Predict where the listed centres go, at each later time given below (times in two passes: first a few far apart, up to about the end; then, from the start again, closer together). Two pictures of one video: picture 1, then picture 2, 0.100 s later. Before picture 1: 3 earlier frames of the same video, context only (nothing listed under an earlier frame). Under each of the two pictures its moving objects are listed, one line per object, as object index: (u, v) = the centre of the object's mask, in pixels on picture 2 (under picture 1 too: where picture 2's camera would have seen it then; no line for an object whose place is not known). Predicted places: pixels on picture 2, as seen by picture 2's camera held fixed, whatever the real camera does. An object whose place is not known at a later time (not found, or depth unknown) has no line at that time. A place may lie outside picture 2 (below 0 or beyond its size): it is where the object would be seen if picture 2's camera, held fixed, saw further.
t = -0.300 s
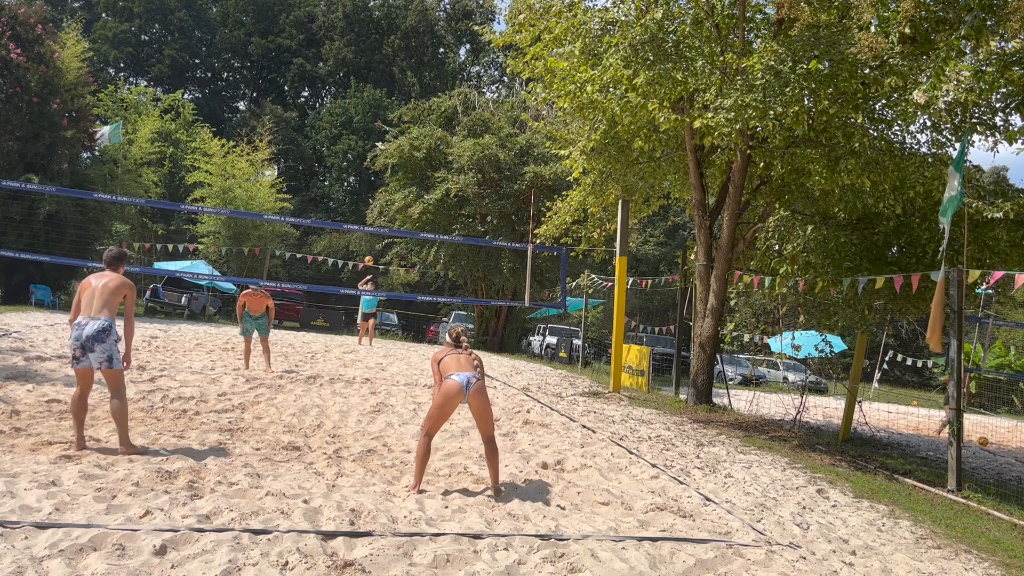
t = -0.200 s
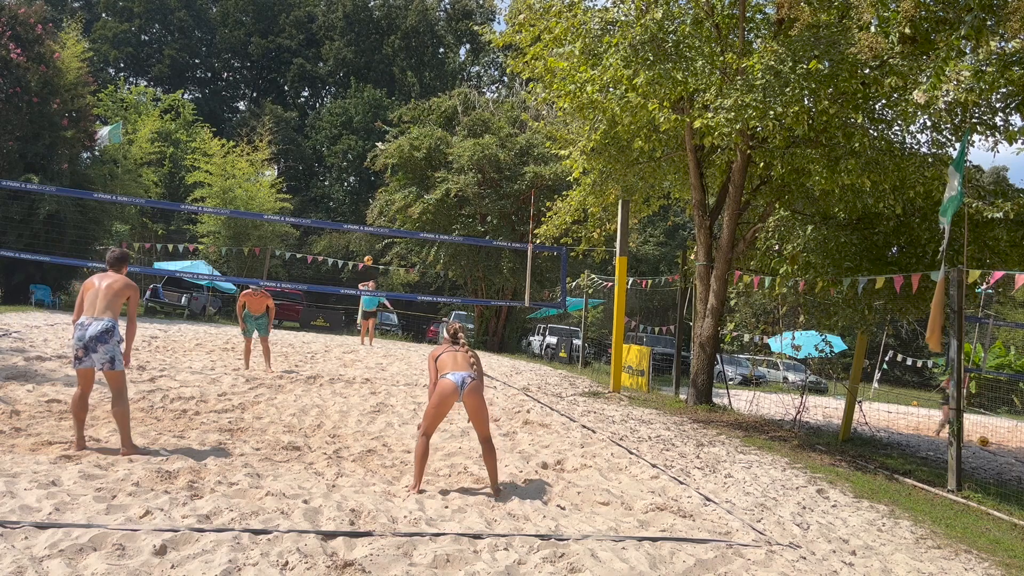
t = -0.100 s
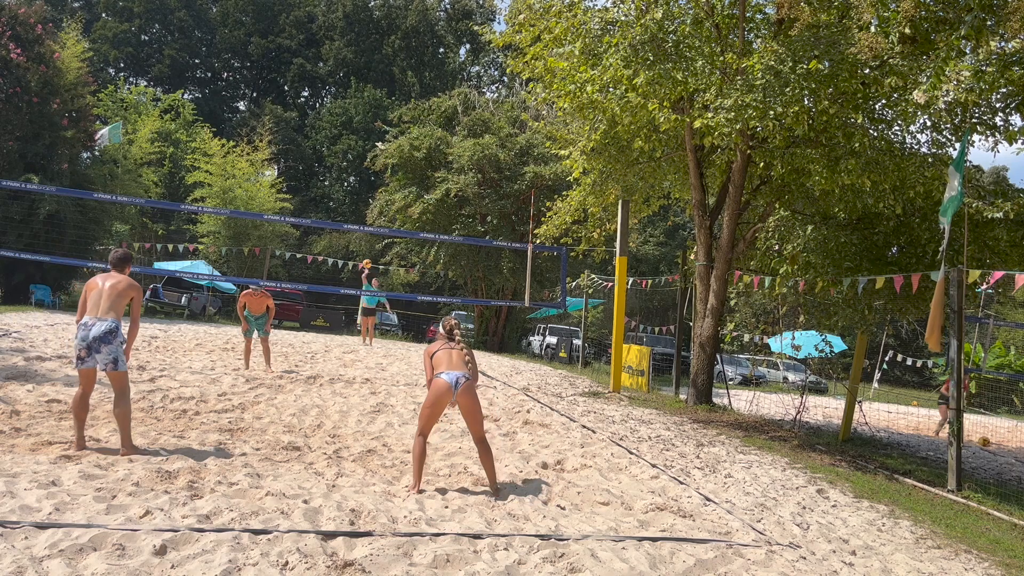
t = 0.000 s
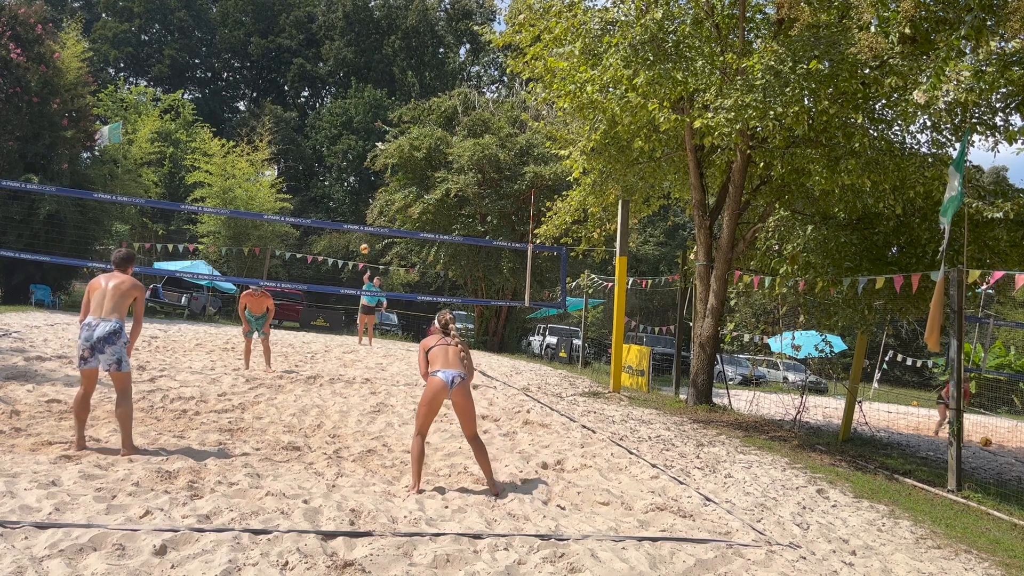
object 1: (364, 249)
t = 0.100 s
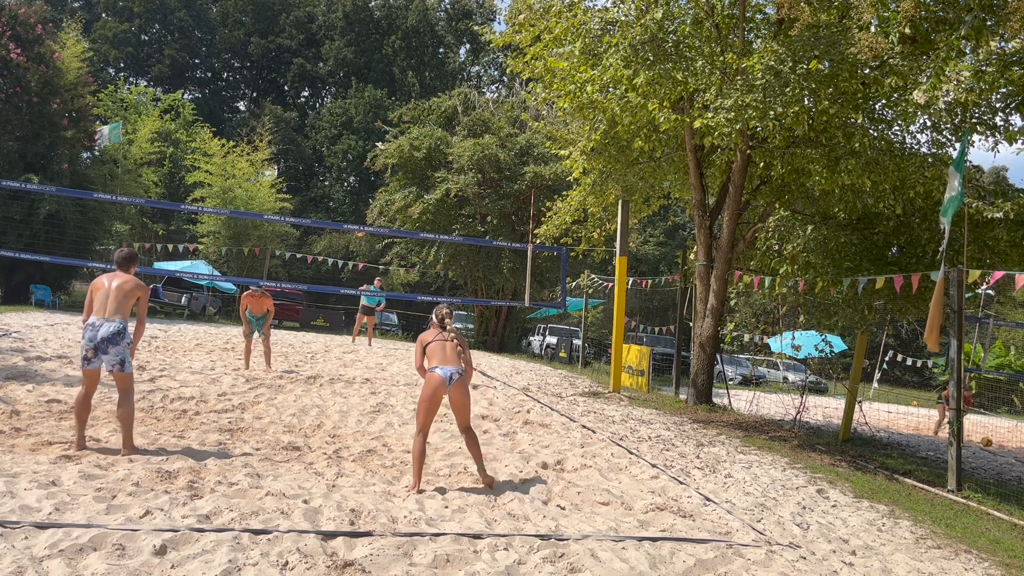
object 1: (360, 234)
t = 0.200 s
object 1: (355, 216)
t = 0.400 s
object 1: (340, 198)
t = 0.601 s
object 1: (315, 206)
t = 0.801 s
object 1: (283, 250)
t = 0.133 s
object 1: (358, 223)
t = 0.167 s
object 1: (357, 220)
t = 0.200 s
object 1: (355, 216)
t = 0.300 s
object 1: (349, 205)
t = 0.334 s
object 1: (346, 202)
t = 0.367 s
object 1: (343, 200)
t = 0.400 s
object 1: (340, 198)
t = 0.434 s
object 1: (337, 197)
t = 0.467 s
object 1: (333, 197)
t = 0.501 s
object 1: (329, 198)
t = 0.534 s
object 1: (325, 200)
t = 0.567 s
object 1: (320, 202)
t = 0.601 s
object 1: (315, 206)
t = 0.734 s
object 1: (295, 230)
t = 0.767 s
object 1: (289, 239)
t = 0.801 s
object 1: (283, 250)
